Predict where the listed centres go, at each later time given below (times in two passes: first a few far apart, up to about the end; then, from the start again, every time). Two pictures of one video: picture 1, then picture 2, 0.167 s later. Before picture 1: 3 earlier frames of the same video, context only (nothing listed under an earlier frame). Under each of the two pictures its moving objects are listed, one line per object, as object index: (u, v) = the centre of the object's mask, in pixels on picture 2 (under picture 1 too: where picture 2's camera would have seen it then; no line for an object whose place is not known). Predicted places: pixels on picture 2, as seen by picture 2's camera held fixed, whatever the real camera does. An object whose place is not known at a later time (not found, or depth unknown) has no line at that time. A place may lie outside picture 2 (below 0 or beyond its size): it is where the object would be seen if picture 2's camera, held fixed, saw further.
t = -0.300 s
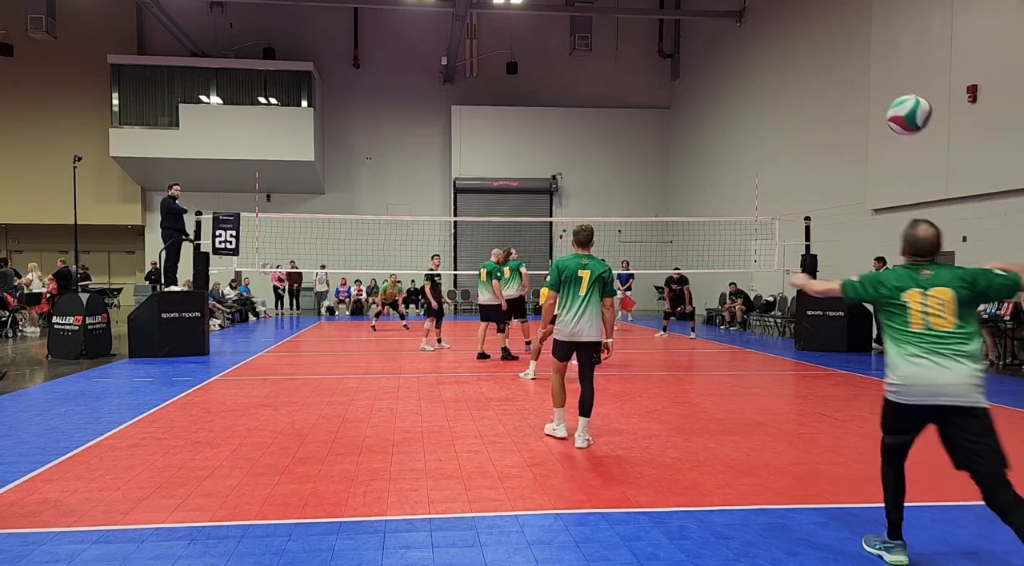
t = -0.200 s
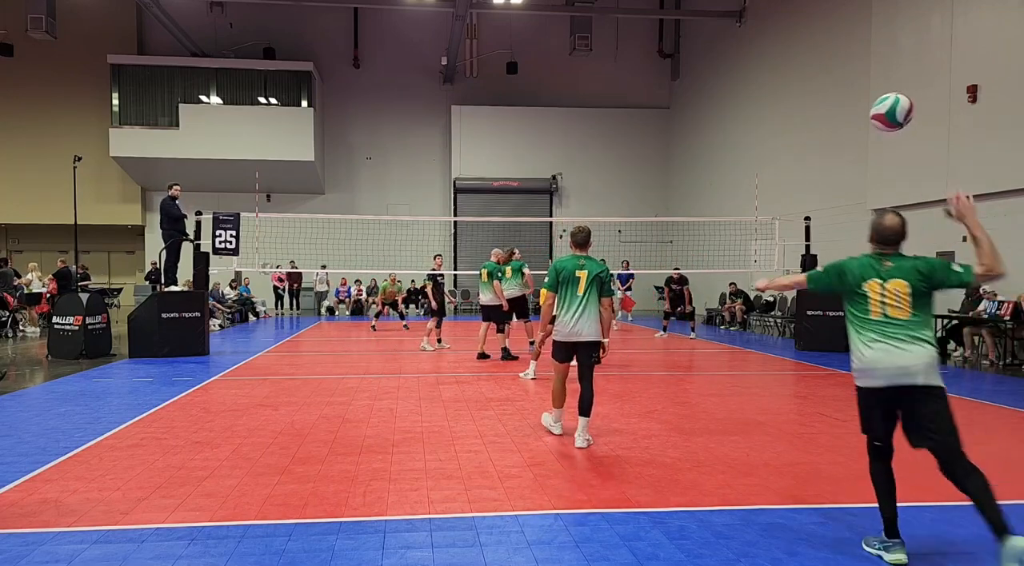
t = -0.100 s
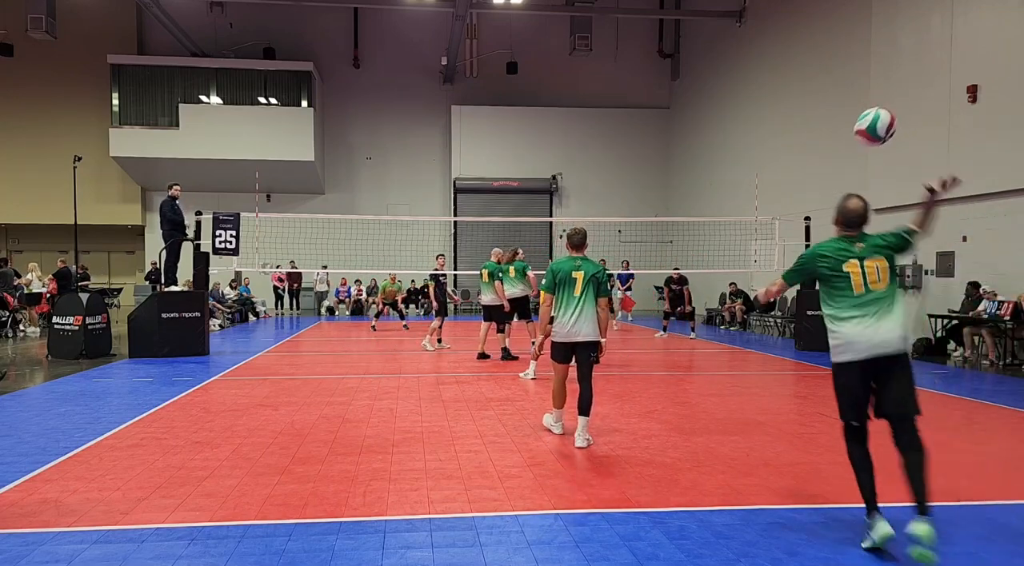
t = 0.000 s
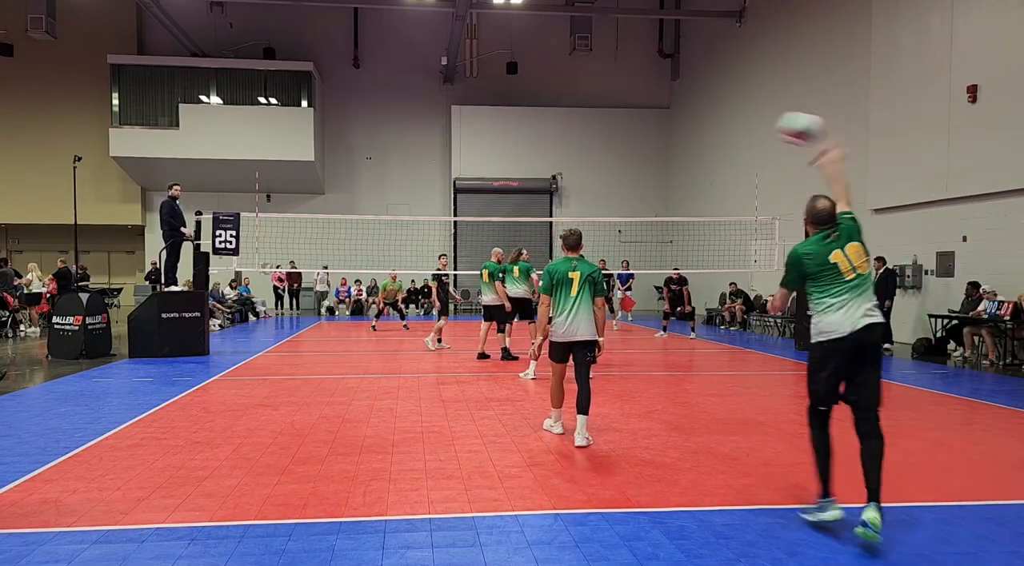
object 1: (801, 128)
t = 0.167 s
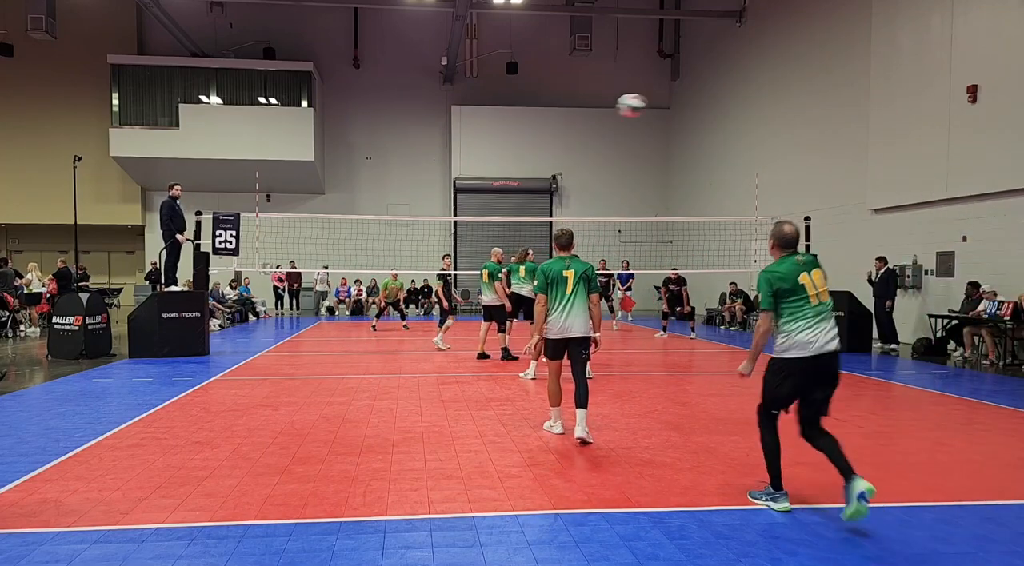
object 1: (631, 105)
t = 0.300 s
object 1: (554, 113)
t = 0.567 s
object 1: (464, 157)
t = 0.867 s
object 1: (412, 227)
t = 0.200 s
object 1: (608, 105)
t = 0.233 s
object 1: (588, 107)
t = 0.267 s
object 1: (571, 110)
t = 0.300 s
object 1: (554, 113)
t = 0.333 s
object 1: (540, 117)
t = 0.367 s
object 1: (525, 121)
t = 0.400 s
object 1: (513, 126)
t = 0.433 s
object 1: (501, 132)
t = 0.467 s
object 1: (491, 137)
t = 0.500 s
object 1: (481, 144)
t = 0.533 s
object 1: (472, 150)
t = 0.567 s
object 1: (464, 157)
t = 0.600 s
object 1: (455, 165)
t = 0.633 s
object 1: (448, 172)
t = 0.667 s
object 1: (442, 179)
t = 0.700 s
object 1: (436, 187)
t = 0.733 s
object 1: (430, 194)
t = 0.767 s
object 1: (425, 202)
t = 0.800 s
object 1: (421, 210)
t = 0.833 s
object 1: (416, 219)
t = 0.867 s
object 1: (412, 227)
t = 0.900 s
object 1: (408, 236)
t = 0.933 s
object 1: (405, 244)
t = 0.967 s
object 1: (401, 254)
